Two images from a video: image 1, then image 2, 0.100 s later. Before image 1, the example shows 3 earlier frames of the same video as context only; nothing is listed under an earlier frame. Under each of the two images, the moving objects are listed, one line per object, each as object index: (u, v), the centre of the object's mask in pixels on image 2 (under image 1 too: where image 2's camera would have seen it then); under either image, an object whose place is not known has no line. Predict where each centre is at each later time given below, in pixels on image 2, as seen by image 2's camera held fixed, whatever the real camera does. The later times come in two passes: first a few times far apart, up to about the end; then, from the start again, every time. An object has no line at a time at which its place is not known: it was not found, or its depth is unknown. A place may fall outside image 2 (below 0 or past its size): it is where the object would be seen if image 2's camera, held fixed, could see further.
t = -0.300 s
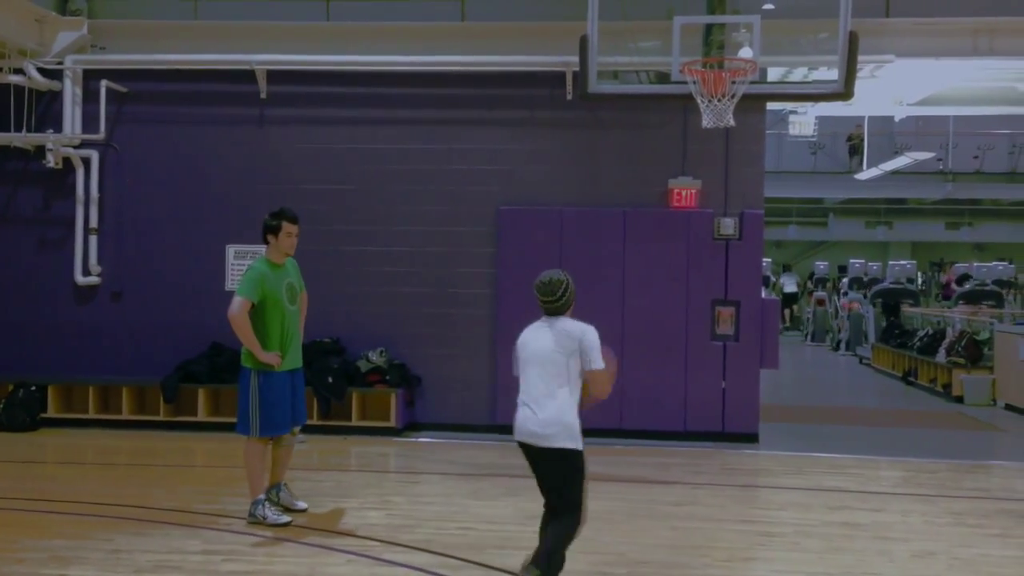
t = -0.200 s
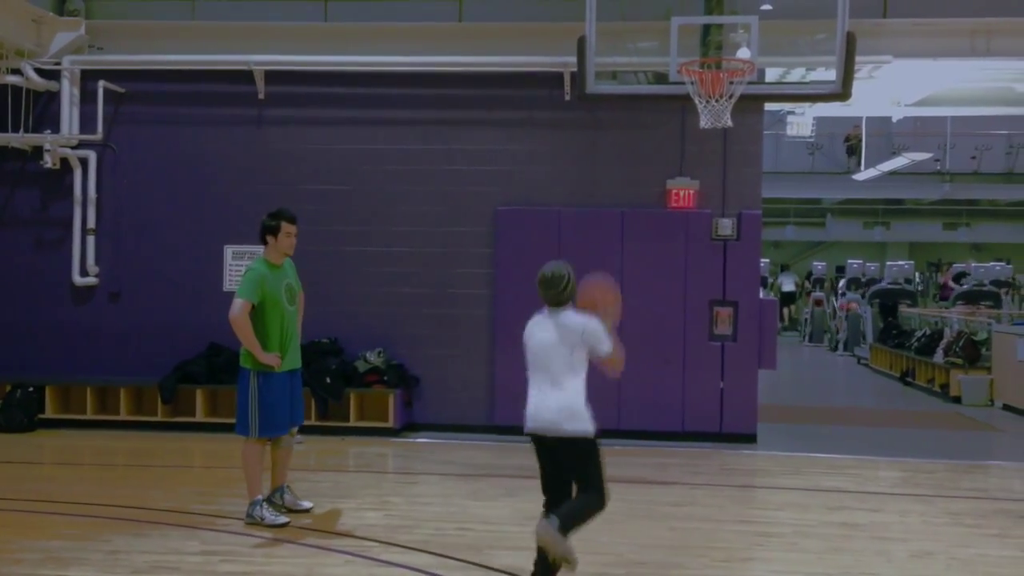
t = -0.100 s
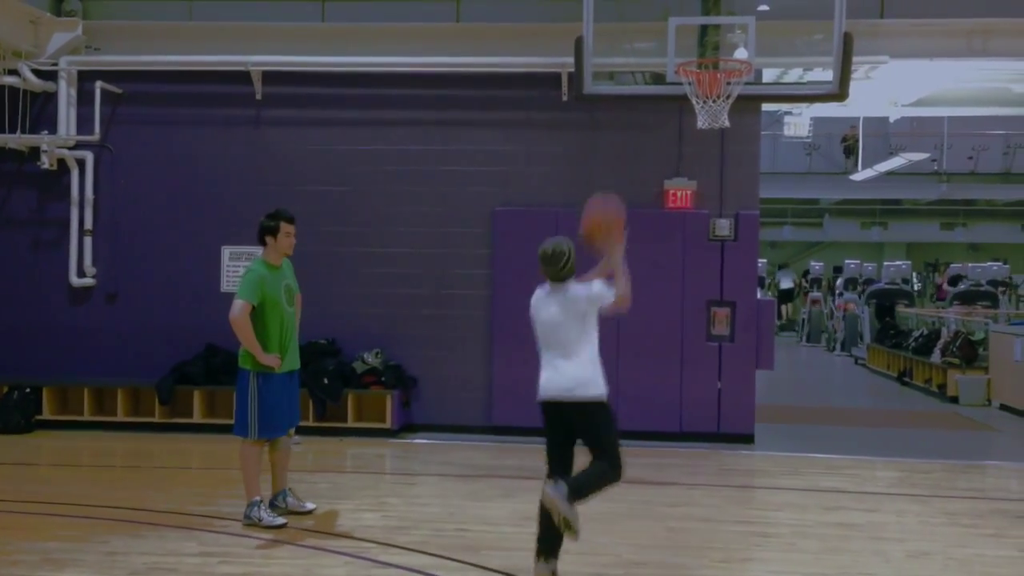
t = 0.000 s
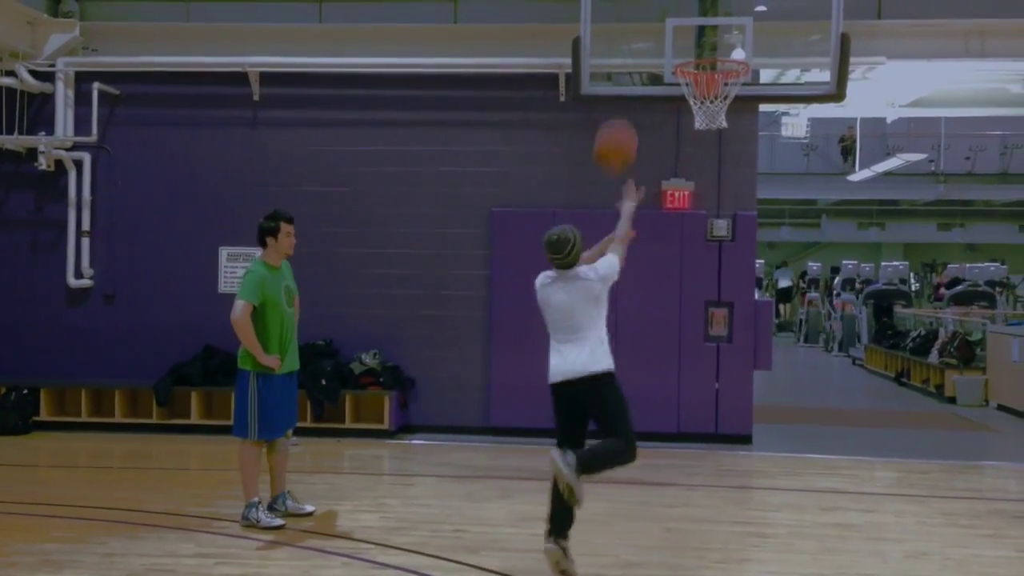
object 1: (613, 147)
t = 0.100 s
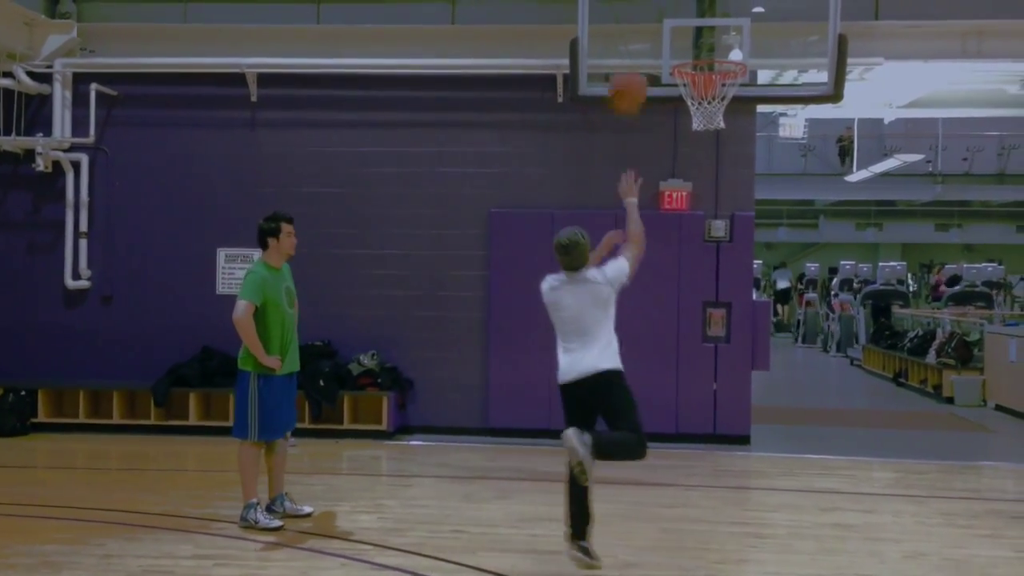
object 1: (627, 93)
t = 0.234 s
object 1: (644, 47)
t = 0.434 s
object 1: (664, 34)
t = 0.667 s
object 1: (681, 41)
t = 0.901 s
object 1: (695, 49)
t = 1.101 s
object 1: (706, 131)
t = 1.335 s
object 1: (719, 328)
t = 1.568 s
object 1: (736, 504)
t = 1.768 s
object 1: (754, 342)
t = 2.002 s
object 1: (779, 233)
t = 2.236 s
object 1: (807, 226)
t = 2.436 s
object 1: (833, 324)
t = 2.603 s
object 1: (858, 518)
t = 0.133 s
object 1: (633, 77)
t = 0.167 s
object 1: (636, 65)
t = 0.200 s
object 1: (640, 56)
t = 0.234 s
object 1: (644, 47)
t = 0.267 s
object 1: (648, 40)
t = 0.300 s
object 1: (652, 36)
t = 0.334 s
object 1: (655, 32)
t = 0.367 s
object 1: (658, 32)
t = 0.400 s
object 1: (662, 32)
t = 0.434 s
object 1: (664, 34)
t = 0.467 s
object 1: (667, 38)
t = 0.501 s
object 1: (671, 43)
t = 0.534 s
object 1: (673, 46)
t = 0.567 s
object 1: (675, 48)
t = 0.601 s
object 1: (677, 49)
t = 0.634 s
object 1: (679, 45)
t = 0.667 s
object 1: (681, 41)
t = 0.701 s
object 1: (683, 37)
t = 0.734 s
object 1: (685, 35)
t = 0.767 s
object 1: (686, 35)
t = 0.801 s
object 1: (689, 35)
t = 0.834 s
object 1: (690, 37)
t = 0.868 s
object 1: (692, 42)
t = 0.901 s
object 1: (695, 49)
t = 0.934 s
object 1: (697, 56)
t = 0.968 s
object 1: (697, 66)
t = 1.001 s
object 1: (700, 79)
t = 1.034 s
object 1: (702, 91)
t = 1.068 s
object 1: (704, 112)
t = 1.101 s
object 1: (706, 131)
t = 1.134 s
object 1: (708, 151)
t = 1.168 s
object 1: (710, 172)
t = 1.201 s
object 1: (712, 195)
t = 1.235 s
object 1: (714, 225)
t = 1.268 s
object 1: (716, 260)
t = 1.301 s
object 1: (718, 287)
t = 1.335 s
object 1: (719, 328)
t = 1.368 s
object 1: (722, 369)
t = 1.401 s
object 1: (724, 410)
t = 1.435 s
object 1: (726, 452)
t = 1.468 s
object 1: (727, 504)
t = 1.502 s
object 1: (730, 550)
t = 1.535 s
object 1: (734, 536)
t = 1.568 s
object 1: (736, 504)
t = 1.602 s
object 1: (739, 472)
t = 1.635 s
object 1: (741, 443)
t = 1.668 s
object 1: (743, 416)
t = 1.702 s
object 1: (748, 390)
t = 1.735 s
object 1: (751, 364)
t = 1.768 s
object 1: (754, 342)
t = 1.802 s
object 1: (757, 323)
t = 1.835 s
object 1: (761, 304)
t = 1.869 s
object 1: (765, 286)
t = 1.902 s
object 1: (768, 268)
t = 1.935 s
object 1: (772, 254)
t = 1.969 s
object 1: (776, 243)
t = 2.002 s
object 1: (779, 233)
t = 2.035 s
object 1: (783, 225)
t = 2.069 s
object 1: (787, 220)
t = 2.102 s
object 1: (791, 216)
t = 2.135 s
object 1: (794, 214)
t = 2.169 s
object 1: (798, 215)
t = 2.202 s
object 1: (803, 220)
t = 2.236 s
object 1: (807, 226)
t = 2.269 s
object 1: (811, 233)
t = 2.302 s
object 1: (815, 246)
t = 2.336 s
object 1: (819, 261)
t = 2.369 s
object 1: (824, 278)
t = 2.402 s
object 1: (828, 302)
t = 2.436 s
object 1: (833, 324)
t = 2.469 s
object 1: (839, 353)
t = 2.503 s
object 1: (843, 388)
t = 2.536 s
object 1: (848, 424)
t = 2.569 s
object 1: (853, 468)
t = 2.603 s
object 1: (858, 518)
